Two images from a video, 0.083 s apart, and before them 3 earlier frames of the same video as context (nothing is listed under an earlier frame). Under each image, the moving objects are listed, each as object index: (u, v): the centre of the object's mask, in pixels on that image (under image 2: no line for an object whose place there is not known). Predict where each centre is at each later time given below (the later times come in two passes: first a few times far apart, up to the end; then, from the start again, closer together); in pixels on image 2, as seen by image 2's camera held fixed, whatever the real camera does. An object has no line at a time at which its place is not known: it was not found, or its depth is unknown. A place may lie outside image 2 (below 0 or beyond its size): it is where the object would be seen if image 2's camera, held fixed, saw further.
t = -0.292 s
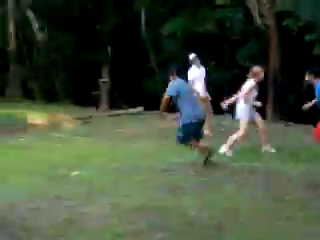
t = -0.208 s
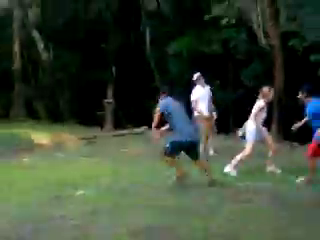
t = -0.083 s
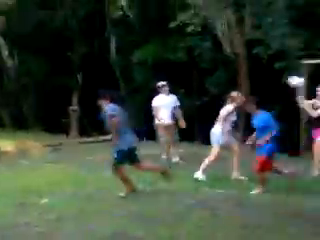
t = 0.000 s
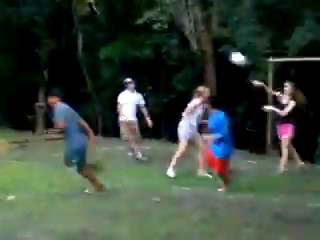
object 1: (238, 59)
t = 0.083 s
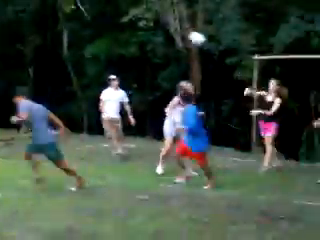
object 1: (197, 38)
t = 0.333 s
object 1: (110, 7)
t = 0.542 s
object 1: (26, 5)
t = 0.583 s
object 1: (8, 9)
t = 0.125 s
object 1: (184, 30)
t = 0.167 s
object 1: (170, 23)
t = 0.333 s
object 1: (110, 7)
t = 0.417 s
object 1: (77, 4)
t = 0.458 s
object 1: (61, 2)
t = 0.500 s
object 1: (43, 2)
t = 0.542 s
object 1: (26, 5)
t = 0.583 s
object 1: (8, 9)
